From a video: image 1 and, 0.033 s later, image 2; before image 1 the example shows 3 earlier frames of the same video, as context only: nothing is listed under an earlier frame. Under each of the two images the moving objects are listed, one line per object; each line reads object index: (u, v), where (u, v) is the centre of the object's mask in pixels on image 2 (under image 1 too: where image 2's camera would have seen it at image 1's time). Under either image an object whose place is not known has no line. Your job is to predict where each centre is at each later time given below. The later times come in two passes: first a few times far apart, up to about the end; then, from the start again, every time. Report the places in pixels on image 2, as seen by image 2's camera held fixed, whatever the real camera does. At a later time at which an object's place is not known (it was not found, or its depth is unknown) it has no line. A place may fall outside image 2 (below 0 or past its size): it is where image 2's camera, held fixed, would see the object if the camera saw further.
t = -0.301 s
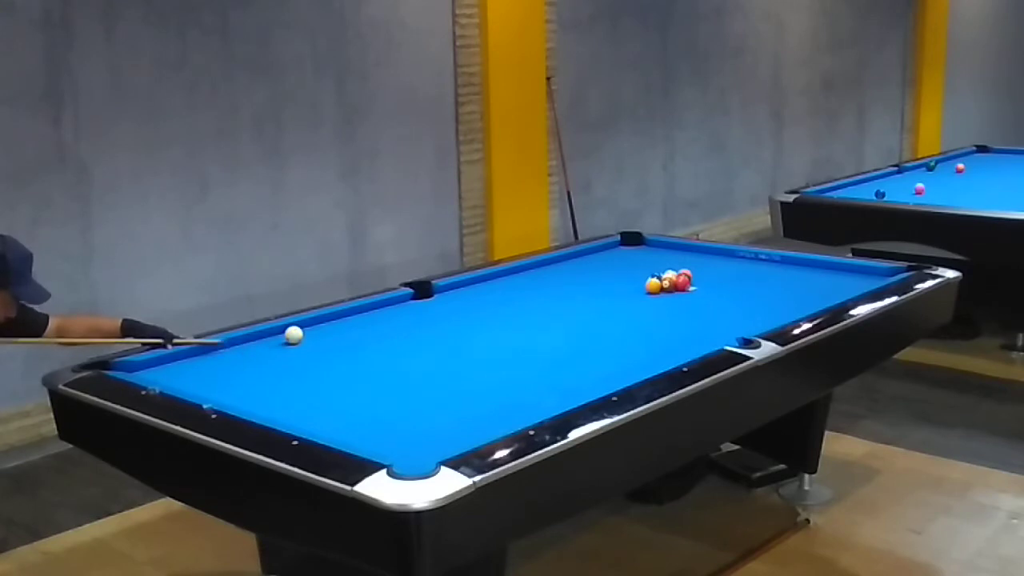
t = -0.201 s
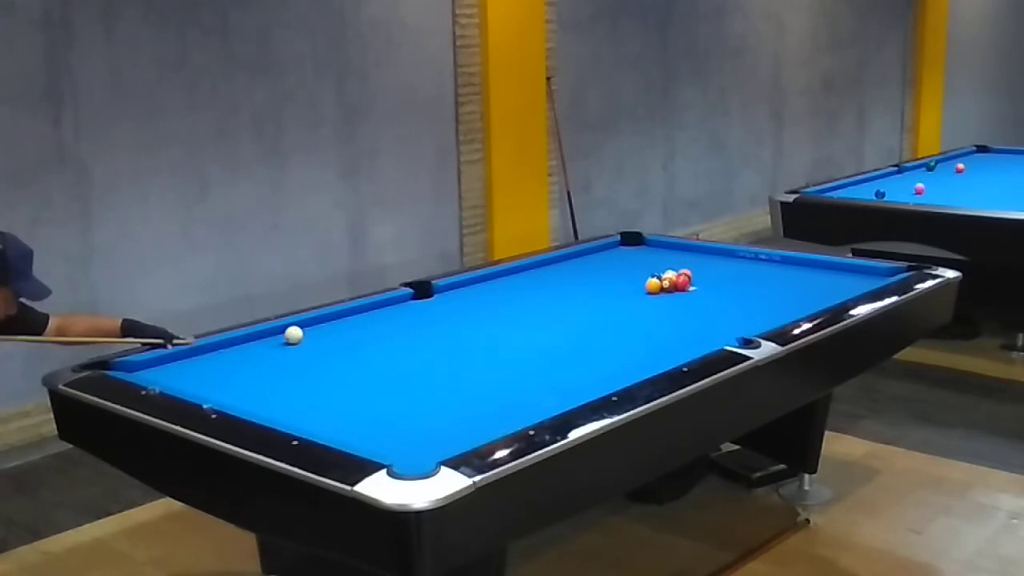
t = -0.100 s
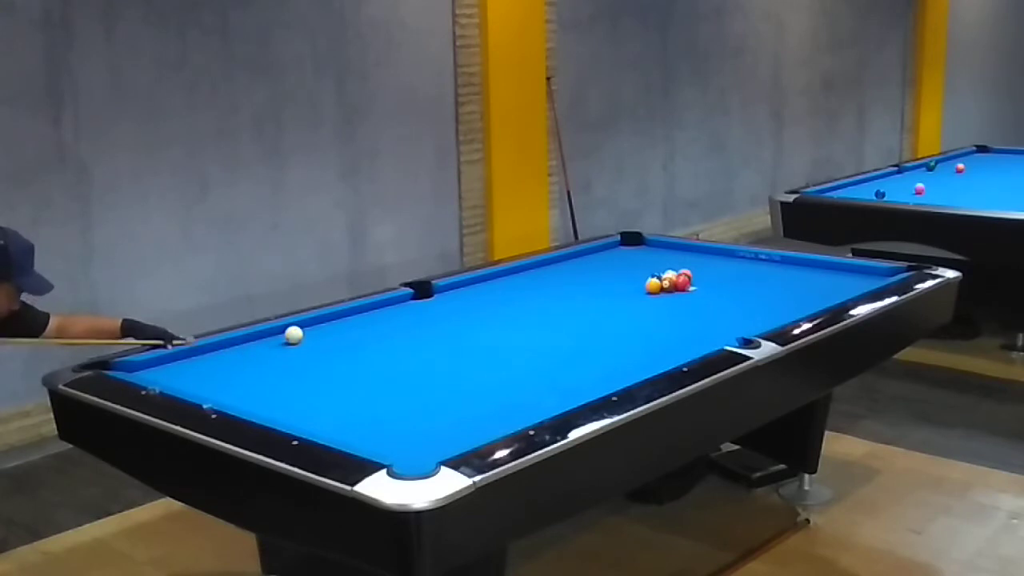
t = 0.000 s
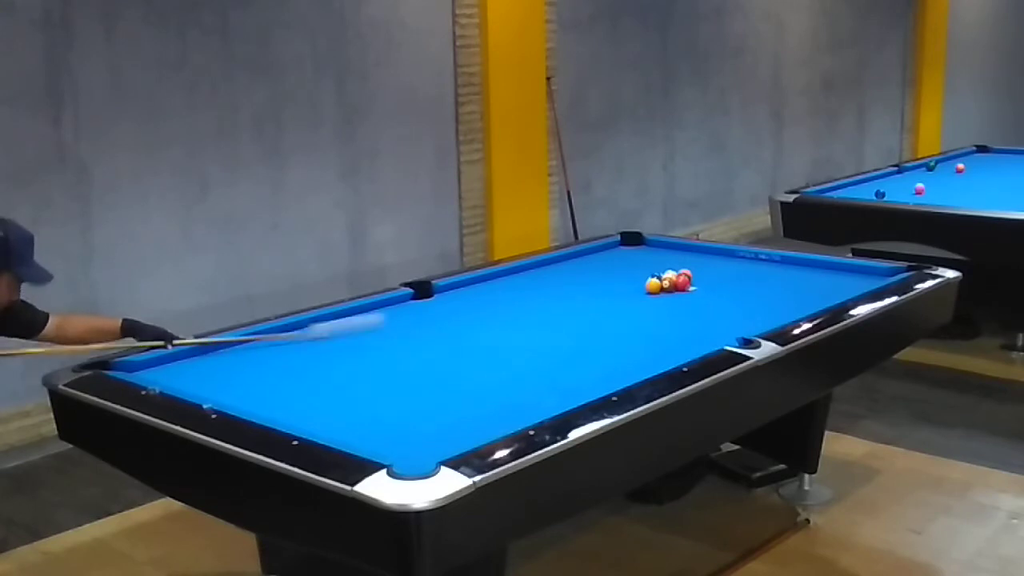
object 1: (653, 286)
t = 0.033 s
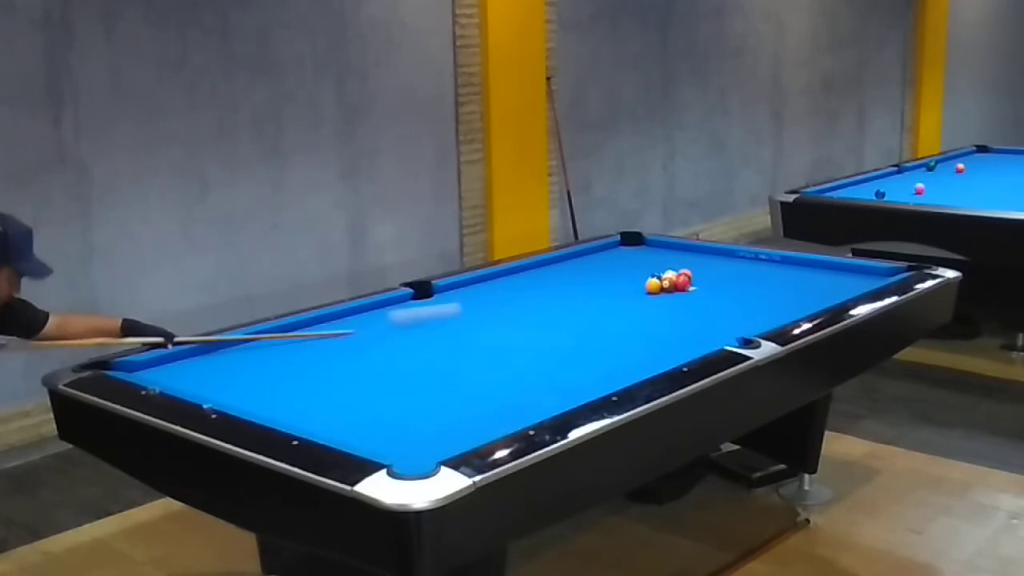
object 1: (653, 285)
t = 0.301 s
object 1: (697, 300)
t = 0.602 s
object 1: (764, 320)
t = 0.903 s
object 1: (693, 320)
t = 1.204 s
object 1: (626, 320)
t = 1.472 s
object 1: (570, 319)
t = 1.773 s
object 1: (509, 318)
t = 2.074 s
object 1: (453, 318)
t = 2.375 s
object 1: (399, 317)
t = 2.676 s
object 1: (348, 316)
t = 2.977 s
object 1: (340, 320)
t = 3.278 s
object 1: (345, 326)
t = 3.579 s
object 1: (349, 331)
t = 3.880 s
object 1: (353, 336)
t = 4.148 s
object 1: (356, 340)
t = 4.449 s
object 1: (359, 344)
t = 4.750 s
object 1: (362, 347)
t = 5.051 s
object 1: (364, 350)
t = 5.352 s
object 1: (365, 353)
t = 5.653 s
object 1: (367, 354)
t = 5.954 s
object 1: (368, 355)
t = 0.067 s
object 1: (653, 286)
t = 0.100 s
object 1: (653, 285)
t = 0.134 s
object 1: (654, 286)
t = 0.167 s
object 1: (660, 287)
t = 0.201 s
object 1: (670, 289)
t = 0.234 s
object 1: (679, 293)
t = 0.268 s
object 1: (688, 296)
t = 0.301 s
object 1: (697, 300)
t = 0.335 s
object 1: (707, 304)
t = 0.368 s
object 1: (716, 306)
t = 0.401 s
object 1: (725, 309)
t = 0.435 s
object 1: (734, 312)
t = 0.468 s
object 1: (743, 314)
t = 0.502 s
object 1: (752, 317)
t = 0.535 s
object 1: (761, 318)
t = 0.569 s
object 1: (769, 319)
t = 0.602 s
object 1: (764, 320)
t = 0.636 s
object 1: (755, 321)
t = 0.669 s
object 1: (747, 321)
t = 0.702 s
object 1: (739, 321)
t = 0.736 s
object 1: (732, 321)
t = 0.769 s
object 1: (723, 321)
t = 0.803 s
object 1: (716, 321)
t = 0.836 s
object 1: (708, 321)
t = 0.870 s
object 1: (700, 320)
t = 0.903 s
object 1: (693, 320)
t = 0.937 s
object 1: (685, 320)
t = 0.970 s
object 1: (677, 320)
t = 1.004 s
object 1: (670, 320)
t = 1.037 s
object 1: (662, 320)
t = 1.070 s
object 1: (655, 320)
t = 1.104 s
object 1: (647, 320)
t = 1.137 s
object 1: (640, 320)
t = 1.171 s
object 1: (633, 320)
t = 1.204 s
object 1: (626, 320)
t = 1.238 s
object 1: (618, 320)
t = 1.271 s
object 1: (611, 320)
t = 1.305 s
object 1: (604, 320)
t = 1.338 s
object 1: (597, 319)
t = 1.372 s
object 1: (590, 319)
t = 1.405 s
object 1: (583, 319)
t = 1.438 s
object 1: (577, 319)
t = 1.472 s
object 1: (570, 319)
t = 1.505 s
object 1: (563, 319)
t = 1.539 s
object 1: (556, 319)
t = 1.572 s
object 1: (549, 319)
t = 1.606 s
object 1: (543, 319)
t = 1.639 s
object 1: (536, 319)
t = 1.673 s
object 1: (529, 319)
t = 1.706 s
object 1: (523, 318)
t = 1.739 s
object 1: (516, 318)
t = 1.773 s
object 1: (509, 318)
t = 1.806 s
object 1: (503, 318)
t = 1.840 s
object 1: (497, 318)
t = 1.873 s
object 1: (491, 318)
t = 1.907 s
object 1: (484, 318)
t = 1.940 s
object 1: (478, 318)
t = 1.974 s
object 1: (472, 318)
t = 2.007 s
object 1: (466, 318)
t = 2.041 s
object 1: (459, 318)
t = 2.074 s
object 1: (453, 318)
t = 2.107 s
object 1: (447, 317)
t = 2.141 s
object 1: (441, 317)
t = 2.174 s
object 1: (435, 317)
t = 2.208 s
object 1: (429, 317)
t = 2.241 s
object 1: (423, 317)
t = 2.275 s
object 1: (417, 317)
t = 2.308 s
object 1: (411, 317)
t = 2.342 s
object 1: (405, 317)
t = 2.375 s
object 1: (399, 317)
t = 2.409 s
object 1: (394, 317)
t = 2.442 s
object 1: (388, 317)
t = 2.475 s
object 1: (382, 317)
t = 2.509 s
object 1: (376, 316)
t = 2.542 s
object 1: (371, 316)
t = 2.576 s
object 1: (365, 316)
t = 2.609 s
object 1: (359, 316)
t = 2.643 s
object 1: (354, 316)
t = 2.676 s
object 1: (348, 316)
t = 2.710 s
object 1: (342, 316)
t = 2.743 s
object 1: (338, 316)
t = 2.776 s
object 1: (338, 317)
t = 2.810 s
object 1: (338, 317)
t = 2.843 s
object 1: (339, 318)
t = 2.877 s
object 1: (339, 319)
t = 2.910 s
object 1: (340, 319)
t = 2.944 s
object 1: (340, 320)
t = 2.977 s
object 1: (340, 320)
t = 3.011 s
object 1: (341, 321)
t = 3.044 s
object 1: (341, 322)
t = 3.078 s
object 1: (342, 323)
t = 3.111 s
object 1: (342, 323)
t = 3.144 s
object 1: (343, 324)
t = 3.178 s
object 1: (344, 324)
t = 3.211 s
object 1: (344, 325)
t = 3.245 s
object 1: (345, 326)
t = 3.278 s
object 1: (345, 326)
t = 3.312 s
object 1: (346, 327)
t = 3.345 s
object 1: (346, 327)
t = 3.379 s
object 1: (347, 328)
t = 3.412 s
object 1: (347, 328)
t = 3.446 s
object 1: (347, 329)
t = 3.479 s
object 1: (348, 330)
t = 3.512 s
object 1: (348, 330)
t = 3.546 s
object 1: (349, 331)
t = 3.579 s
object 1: (349, 331)
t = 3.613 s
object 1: (350, 332)
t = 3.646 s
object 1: (350, 332)
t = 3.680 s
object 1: (351, 333)
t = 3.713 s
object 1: (351, 334)
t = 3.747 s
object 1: (352, 334)
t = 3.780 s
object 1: (352, 334)
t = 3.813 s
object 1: (353, 335)
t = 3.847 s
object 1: (353, 336)
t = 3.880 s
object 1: (353, 336)
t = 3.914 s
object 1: (354, 337)
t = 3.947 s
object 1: (354, 337)
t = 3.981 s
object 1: (354, 338)
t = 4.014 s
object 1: (355, 338)
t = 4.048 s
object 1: (355, 339)
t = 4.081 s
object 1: (355, 339)
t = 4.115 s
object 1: (356, 340)
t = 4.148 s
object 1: (356, 340)
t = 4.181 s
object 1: (357, 340)
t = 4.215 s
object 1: (357, 341)
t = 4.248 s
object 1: (357, 341)
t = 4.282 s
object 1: (357, 342)
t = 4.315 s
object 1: (358, 342)
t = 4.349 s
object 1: (358, 343)
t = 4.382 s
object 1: (359, 343)
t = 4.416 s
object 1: (359, 344)
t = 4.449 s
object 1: (359, 344)
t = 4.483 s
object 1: (359, 344)
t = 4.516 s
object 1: (360, 345)
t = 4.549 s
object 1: (360, 345)
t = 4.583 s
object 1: (360, 346)
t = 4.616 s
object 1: (361, 346)
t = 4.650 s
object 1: (361, 346)
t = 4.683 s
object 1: (361, 347)
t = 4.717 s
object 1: (361, 347)
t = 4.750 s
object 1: (362, 347)
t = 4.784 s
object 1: (362, 348)
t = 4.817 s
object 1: (362, 348)
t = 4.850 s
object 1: (363, 348)
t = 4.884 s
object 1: (363, 349)
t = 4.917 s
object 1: (363, 349)
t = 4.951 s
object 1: (363, 349)
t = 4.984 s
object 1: (363, 350)
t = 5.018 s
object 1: (364, 350)
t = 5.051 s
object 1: (364, 350)
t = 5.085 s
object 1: (364, 351)
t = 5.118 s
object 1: (364, 351)
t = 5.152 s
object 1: (364, 351)
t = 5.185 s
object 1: (364, 352)
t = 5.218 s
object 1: (365, 352)
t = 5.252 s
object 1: (365, 352)
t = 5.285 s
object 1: (365, 352)
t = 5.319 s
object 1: (366, 352)
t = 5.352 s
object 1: (365, 353)
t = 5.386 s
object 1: (366, 353)
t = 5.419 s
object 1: (366, 353)
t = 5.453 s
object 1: (366, 353)
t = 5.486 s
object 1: (366, 353)
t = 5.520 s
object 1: (367, 353)
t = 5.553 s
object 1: (367, 353)
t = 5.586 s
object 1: (367, 354)
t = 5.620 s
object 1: (367, 354)
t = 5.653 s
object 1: (367, 354)
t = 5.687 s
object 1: (367, 354)
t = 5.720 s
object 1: (368, 354)
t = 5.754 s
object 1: (368, 354)
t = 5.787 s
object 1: (368, 354)
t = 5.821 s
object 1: (368, 355)
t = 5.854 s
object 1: (368, 355)
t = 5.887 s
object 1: (368, 355)
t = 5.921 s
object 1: (368, 355)
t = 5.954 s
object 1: (368, 355)
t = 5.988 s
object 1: (368, 355)
